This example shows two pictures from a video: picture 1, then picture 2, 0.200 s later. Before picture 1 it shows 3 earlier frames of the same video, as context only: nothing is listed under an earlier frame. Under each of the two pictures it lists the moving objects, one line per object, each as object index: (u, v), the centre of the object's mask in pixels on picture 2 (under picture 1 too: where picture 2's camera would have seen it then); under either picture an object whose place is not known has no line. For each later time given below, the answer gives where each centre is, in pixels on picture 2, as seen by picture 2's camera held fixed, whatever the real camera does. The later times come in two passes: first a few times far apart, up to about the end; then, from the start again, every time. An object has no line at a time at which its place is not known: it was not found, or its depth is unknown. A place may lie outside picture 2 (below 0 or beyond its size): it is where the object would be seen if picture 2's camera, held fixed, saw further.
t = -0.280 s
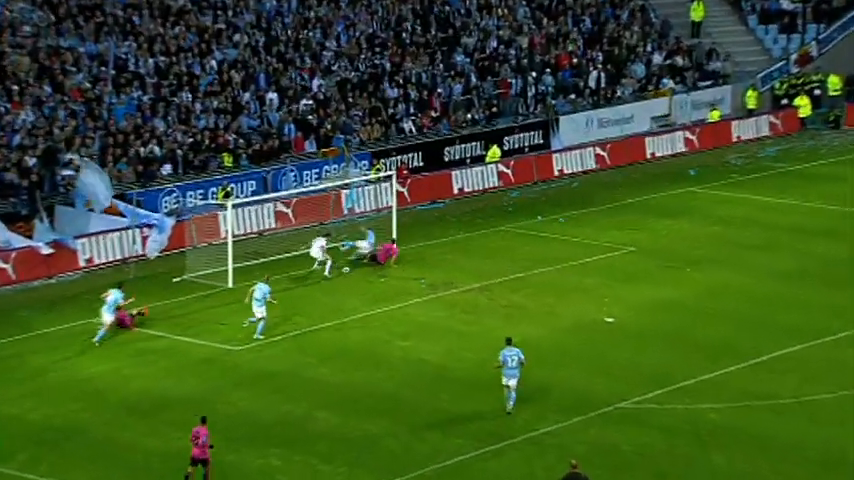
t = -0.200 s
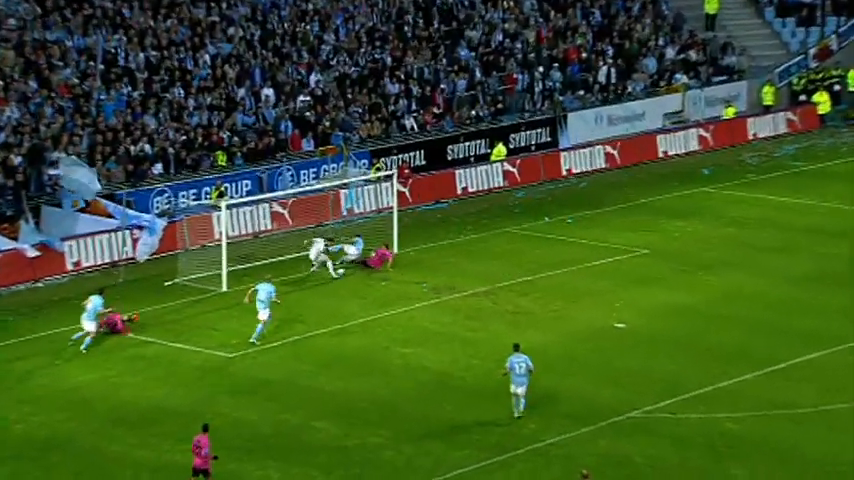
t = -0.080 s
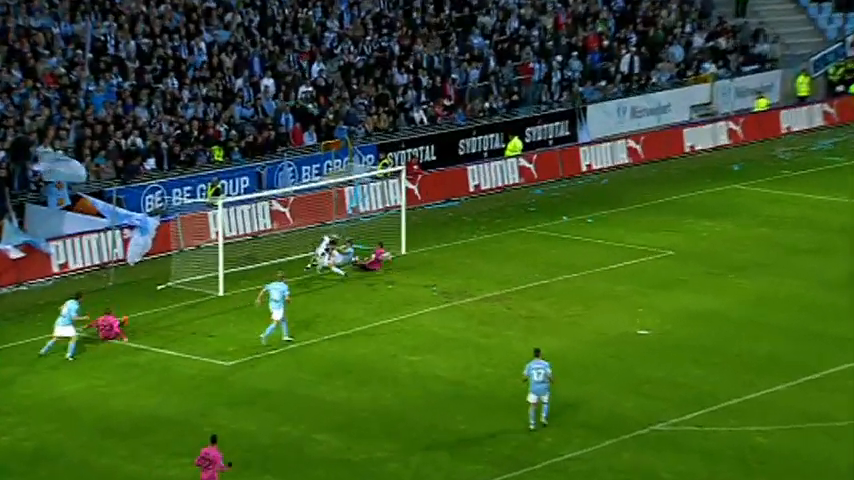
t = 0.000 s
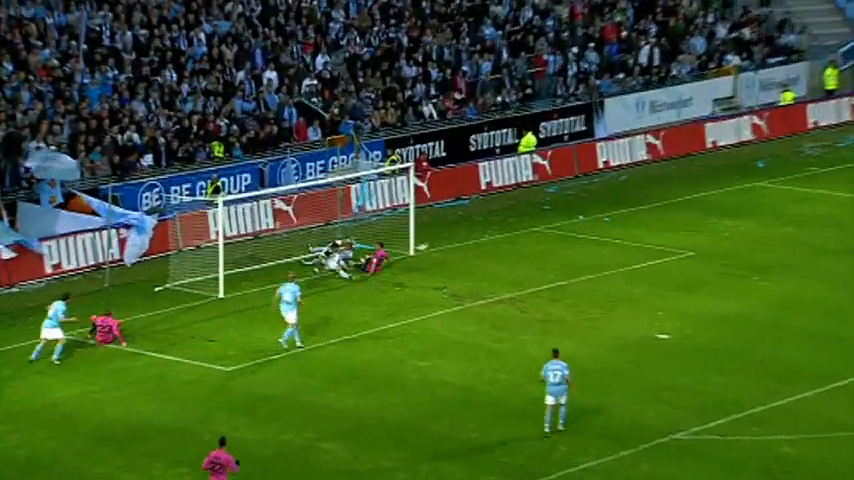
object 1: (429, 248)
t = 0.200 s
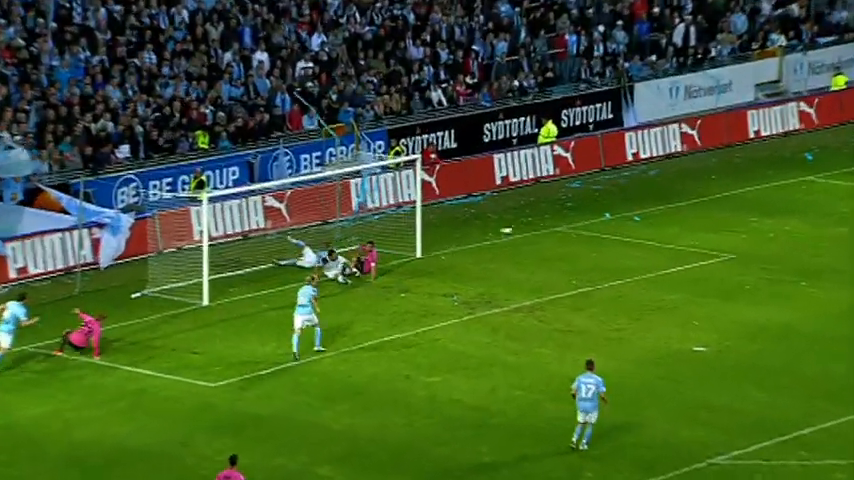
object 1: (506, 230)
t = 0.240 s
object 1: (520, 229)
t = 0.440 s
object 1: (593, 230)
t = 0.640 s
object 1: (661, 245)
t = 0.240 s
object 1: (520, 229)
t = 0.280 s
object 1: (535, 228)
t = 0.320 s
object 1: (550, 228)
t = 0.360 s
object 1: (564, 228)
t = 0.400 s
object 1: (579, 230)
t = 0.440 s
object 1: (593, 230)
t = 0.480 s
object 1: (607, 232)
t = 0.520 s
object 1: (621, 235)
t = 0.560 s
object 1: (633, 237)
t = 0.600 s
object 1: (648, 241)
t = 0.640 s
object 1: (661, 245)
